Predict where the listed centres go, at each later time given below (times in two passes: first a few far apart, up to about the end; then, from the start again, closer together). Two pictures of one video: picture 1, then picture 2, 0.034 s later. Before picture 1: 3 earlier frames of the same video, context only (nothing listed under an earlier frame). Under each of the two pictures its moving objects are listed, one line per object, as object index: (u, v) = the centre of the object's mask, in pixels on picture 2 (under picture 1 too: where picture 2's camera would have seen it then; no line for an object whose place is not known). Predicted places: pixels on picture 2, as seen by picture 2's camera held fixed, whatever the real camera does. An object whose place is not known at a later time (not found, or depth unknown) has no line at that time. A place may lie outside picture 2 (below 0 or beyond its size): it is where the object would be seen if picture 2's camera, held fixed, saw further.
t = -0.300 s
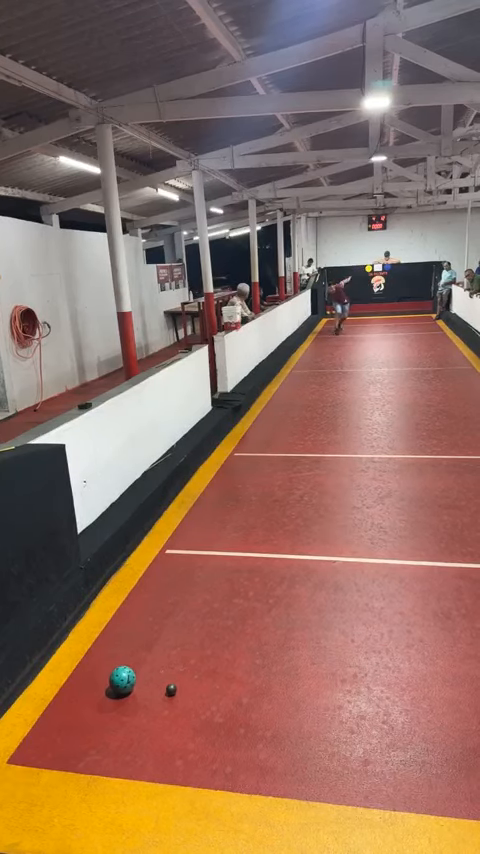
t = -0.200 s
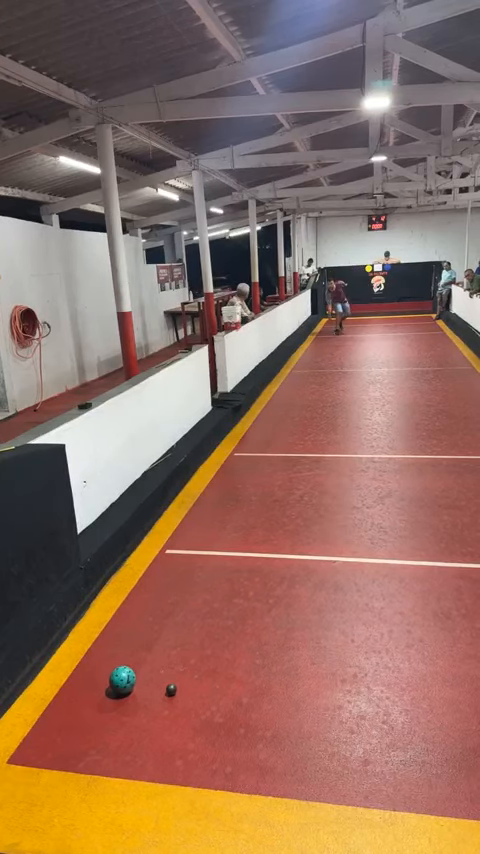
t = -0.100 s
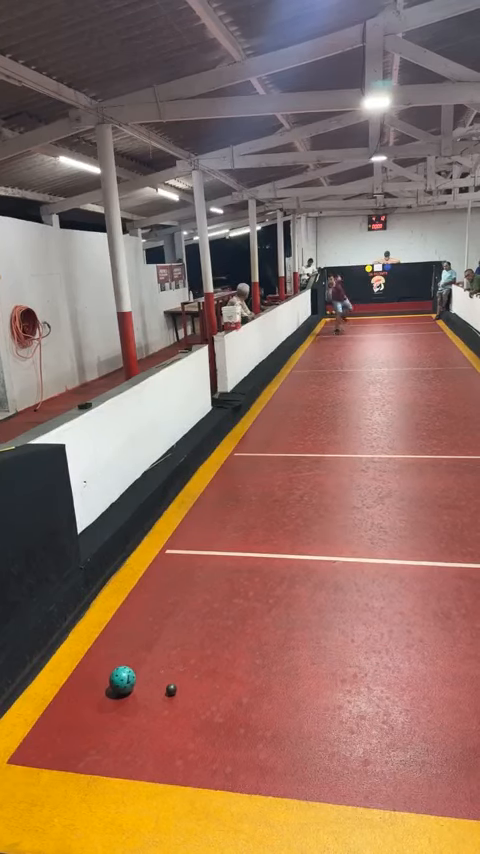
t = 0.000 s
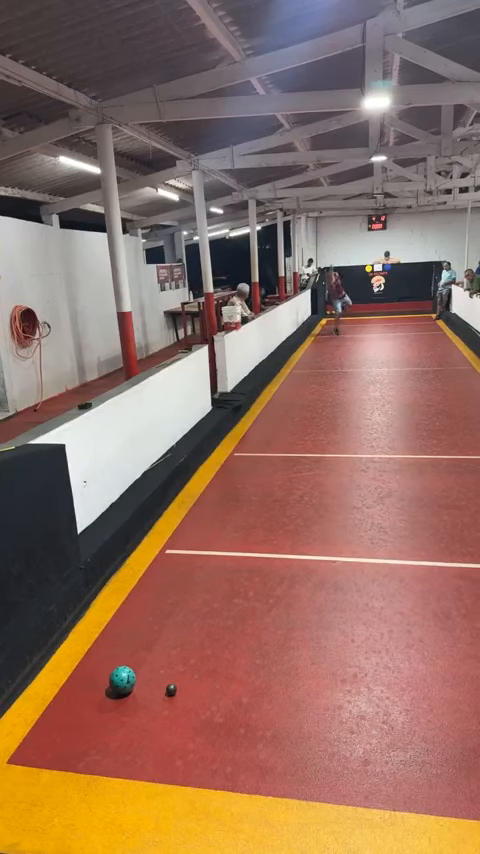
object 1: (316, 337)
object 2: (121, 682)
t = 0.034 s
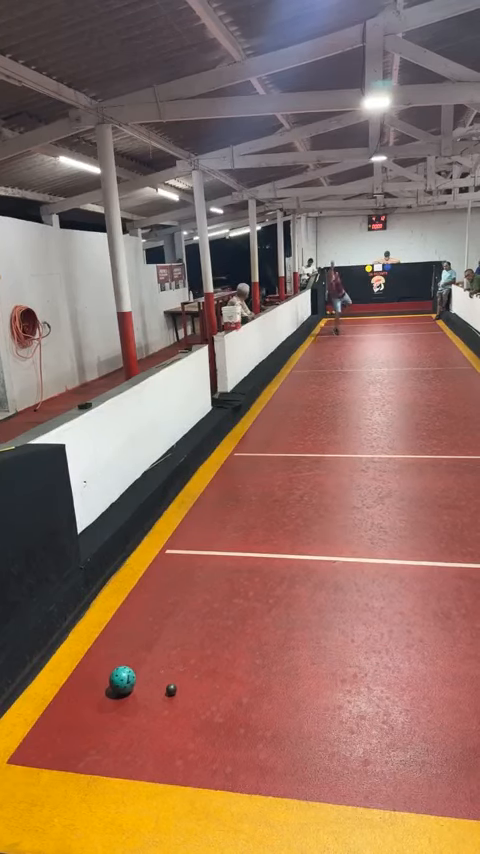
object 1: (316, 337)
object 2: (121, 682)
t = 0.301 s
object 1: (307, 365)
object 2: (121, 682)
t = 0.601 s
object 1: (283, 402)
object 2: (121, 682)
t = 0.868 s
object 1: (246, 464)
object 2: (121, 682)
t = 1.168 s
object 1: (148, 619)
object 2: (121, 682)
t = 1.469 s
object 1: (44, 712)
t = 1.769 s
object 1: (97, 749)
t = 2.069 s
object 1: (153, 779)
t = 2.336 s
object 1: (206, 809)
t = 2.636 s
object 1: (273, 840)
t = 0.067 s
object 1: (317, 336)
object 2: (121, 682)
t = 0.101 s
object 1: (317, 336)
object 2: (121, 682)
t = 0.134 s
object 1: (316, 336)
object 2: (121, 682)
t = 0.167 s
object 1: (315, 339)
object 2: (121, 682)
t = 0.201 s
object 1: (314, 344)
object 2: (121, 682)
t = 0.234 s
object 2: (121, 682)
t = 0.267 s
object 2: (121, 682)
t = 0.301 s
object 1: (307, 365)
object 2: (121, 682)
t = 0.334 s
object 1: (306, 366)
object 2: (121, 682)
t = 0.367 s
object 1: (303, 369)
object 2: (121, 682)
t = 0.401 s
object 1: (300, 371)
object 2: (121, 682)
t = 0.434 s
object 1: (298, 374)
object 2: (121, 682)
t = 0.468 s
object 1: (296, 378)
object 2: (121, 682)
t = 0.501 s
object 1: (293, 383)
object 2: (121, 682)
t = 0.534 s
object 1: (290, 389)
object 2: (121, 682)
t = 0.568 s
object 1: (287, 397)
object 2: (121, 682)
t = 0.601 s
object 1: (283, 402)
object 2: (121, 682)
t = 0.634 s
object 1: (280, 407)
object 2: (121, 682)
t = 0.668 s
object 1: (276, 411)
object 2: (121, 682)
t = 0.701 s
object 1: (272, 419)
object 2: (121, 682)
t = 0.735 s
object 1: (268, 427)
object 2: (121, 682)
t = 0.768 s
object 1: (263, 435)
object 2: (121, 682)
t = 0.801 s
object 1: (258, 442)
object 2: (121, 682)
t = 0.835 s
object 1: (252, 453)
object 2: (121, 682)
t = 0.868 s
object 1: (246, 464)
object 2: (121, 682)
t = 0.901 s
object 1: (240, 473)
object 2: (121, 682)
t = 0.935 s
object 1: (232, 485)
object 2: (121, 682)
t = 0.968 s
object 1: (224, 498)
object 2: (121, 682)
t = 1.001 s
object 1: (215, 512)
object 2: (121, 682)
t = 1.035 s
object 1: (205, 528)
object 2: (121, 682)
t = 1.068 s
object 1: (194, 546)
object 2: (121, 682)
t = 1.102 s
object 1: (181, 567)
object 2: (121, 682)
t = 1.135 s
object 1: (165, 592)
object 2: (121, 682)
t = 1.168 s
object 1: (148, 619)
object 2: (121, 682)
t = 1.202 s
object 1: (130, 649)
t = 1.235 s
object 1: (105, 669)
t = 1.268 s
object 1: (81, 676)
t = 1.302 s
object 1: (56, 683)
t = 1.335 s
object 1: (29, 685)
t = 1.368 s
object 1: (26, 691)
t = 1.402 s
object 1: (31, 698)
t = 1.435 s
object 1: (38, 707)
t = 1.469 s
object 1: (44, 712)
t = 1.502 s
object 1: (50, 717)
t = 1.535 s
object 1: (56, 722)
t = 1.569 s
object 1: (62, 727)
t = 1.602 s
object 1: (68, 731)
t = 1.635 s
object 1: (74, 736)
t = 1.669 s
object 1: (80, 739)
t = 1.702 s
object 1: (86, 743)
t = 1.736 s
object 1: (92, 746)
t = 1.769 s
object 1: (97, 749)
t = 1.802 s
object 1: (103, 752)
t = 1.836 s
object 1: (109, 755)
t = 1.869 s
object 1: (116, 759)
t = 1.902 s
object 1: (121, 762)
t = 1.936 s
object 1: (127, 765)
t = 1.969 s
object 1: (134, 769)
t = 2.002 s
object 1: (140, 773)
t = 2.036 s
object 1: (147, 775)
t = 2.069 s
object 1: (153, 779)
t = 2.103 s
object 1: (159, 783)
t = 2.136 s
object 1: (166, 786)
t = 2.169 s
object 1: (172, 791)
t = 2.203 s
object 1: (179, 795)
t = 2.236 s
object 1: (186, 798)
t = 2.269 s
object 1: (193, 801)
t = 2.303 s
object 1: (200, 805)
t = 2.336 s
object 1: (206, 809)
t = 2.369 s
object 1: (213, 814)
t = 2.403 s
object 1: (220, 820)
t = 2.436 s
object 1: (228, 824)
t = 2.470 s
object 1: (235, 827)
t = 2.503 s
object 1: (242, 831)
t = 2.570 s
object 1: (257, 835)
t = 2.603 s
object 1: (265, 837)
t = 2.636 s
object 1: (273, 840)
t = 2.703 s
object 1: (287, 844)
